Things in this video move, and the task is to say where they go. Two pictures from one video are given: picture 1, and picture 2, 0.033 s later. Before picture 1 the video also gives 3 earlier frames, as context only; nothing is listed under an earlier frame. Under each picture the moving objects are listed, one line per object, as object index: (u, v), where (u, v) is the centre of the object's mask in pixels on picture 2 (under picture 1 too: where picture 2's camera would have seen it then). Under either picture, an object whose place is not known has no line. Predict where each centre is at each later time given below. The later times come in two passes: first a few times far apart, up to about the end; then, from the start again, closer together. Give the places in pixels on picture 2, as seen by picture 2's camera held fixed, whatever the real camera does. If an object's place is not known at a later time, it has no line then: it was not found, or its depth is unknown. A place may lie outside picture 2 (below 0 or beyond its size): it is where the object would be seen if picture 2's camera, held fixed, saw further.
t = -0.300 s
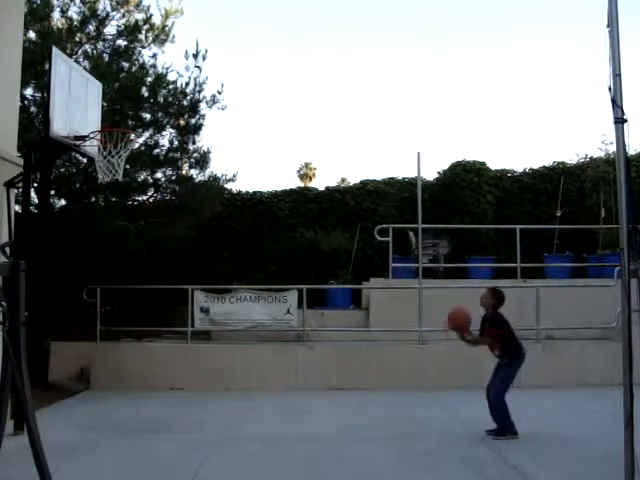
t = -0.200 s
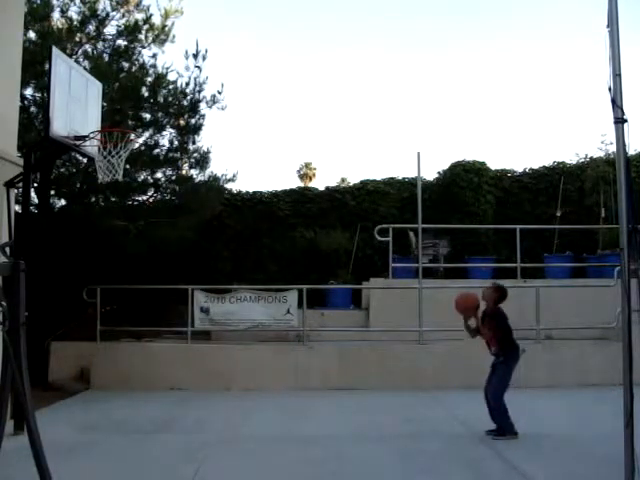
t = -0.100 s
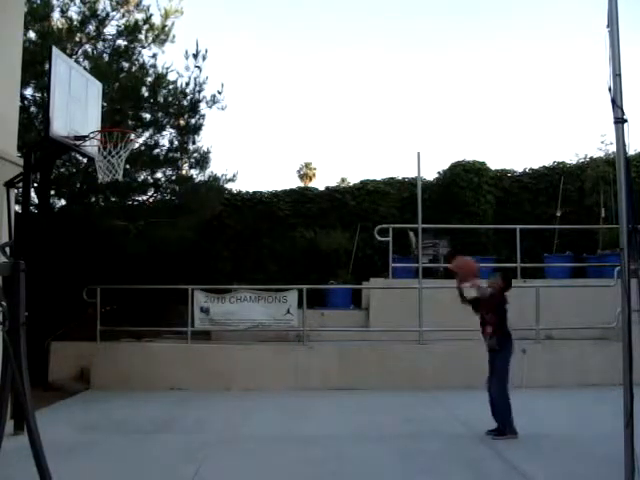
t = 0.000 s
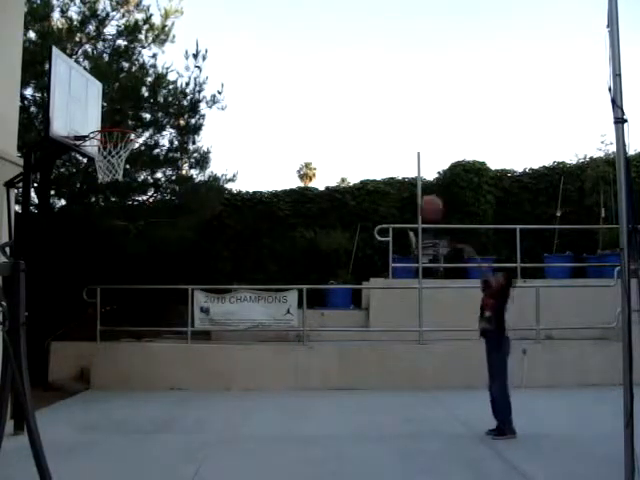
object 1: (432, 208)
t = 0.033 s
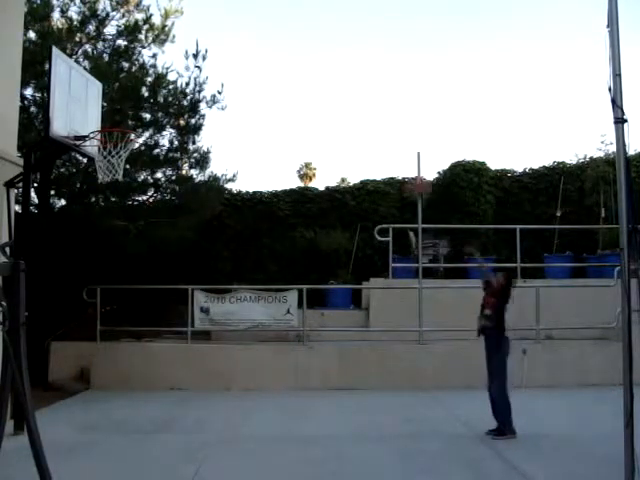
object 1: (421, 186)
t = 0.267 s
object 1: (335, 97)
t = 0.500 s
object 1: (256, 62)
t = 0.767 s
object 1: (170, 87)
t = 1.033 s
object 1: (95, 162)
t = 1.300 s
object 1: (68, 222)
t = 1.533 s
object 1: (44, 333)
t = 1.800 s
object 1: (39, 361)
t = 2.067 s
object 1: (55, 269)
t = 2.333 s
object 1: (72, 250)
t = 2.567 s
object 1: (84, 296)
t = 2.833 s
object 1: (101, 425)
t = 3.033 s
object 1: (109, 364)
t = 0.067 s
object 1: (407, 175)
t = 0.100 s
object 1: (394, 157)
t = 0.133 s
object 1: (382, 142)
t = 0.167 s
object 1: (370, 129)
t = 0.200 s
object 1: (358, 117)
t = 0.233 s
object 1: (347, 107)
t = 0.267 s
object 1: (335, 97)
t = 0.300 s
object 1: (324, 89)
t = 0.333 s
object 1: (313, 82)
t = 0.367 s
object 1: (301, 76)
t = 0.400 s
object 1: (290, 71)
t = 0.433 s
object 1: (279, 67)
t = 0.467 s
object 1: (268, 64)
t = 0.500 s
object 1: (256, 62)
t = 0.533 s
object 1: (246, 62)
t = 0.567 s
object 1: (234, 62)
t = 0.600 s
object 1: (223, 64)
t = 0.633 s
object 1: (213, 66)
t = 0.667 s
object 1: (202, 70)
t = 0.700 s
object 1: (191, 74)
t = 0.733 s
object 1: (180, 80)
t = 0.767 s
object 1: (170, 87)
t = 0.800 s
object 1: (158, 94)
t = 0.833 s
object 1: (148, 104)
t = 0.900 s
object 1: (126, 121)
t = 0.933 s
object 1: (118, 135)
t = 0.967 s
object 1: (104, 150)
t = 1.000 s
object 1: (98, 157)
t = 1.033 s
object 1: (95, 162)
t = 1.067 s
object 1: (91, 165)
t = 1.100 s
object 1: (87, 172)
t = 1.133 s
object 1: (82, 179)
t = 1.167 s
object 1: (80, 183)
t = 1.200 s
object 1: (77, 192)
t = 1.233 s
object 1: (74, 201)
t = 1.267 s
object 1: (72, 211)
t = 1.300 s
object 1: (68, 222)
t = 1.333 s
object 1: (65, 235)
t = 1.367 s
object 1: (61, 249)
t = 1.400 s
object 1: (58, 263)
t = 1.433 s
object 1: (55, 279)
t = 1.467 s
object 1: (51, 296)
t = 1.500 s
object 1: (48, 314)
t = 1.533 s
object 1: (44, 333)
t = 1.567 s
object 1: (40, 354)
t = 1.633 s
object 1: (40, 396)
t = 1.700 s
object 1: (40, 409)
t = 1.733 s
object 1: (39, 393)
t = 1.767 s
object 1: (39, 379)
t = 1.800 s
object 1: (39, 361)
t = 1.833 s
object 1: (41, 346)
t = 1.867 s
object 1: (43, 332)
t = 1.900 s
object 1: (45, 318)
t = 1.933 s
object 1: (47, 306)
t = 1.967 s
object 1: (49, 295)
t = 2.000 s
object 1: (51, 285)
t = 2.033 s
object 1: (53, 276)
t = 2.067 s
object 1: (55, 269)
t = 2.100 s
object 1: (58, 262)
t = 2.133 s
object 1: (60, 257)
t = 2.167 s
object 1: (62, 253)
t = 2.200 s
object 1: (64, 251)
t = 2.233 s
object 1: (65, 249)
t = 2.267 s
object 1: (68, 248)
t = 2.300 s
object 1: (70, 248)
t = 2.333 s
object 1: (72, 250)
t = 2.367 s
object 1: (73, 252)
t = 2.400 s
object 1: (76, 257)
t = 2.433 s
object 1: (78, 262)
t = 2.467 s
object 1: (80, 269)
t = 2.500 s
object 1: (81, 276)
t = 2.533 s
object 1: (83, 286)
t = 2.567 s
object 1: (84, 296)
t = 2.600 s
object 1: (86, 307)
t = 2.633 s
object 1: (88, 320)
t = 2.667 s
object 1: (91, 334)
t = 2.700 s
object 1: (92, 349)
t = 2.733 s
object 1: (95, 367)
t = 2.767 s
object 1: (99, 382)
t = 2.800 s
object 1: (99, 404)
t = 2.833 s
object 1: (101, 425)
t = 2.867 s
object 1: (103, 435)
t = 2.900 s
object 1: (104, 417)
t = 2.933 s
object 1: (105, 404)
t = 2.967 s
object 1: (107, 387)
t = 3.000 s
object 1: (109, 373)
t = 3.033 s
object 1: (109, 364)
